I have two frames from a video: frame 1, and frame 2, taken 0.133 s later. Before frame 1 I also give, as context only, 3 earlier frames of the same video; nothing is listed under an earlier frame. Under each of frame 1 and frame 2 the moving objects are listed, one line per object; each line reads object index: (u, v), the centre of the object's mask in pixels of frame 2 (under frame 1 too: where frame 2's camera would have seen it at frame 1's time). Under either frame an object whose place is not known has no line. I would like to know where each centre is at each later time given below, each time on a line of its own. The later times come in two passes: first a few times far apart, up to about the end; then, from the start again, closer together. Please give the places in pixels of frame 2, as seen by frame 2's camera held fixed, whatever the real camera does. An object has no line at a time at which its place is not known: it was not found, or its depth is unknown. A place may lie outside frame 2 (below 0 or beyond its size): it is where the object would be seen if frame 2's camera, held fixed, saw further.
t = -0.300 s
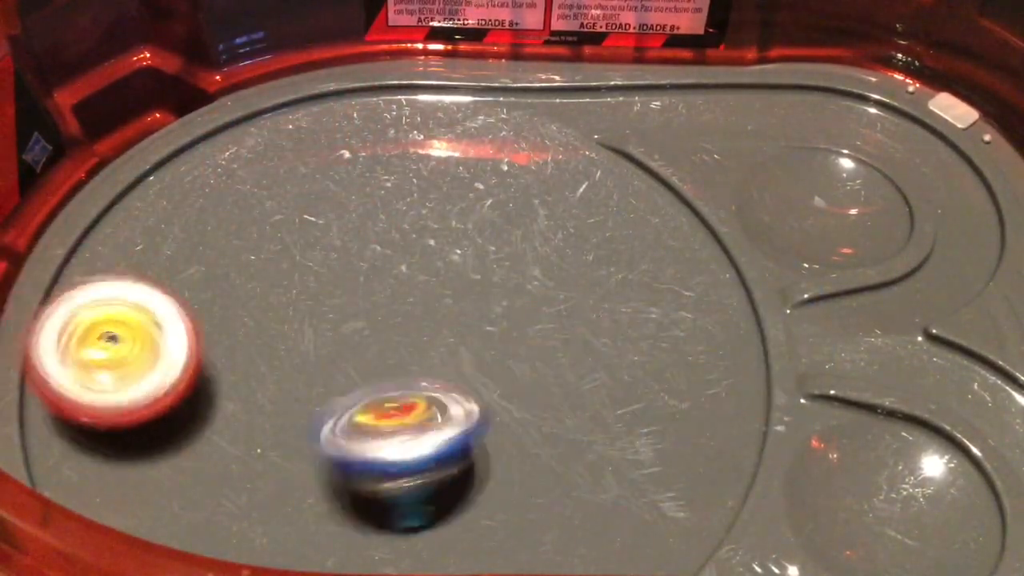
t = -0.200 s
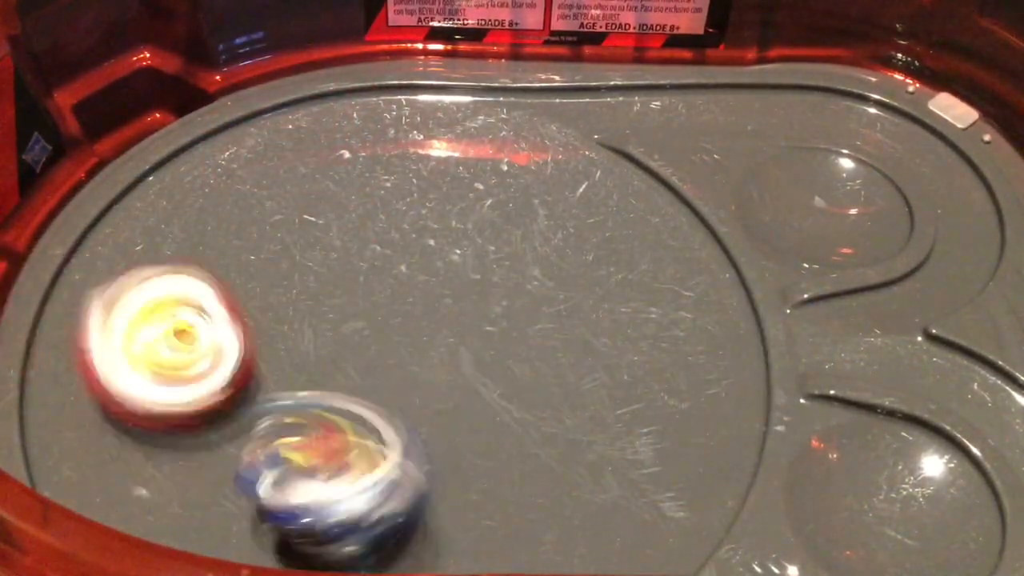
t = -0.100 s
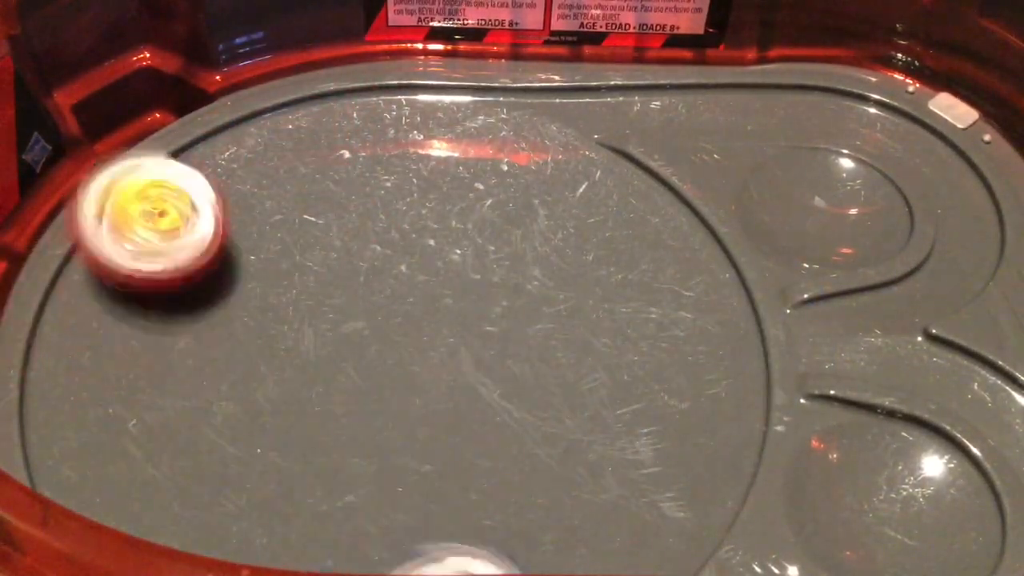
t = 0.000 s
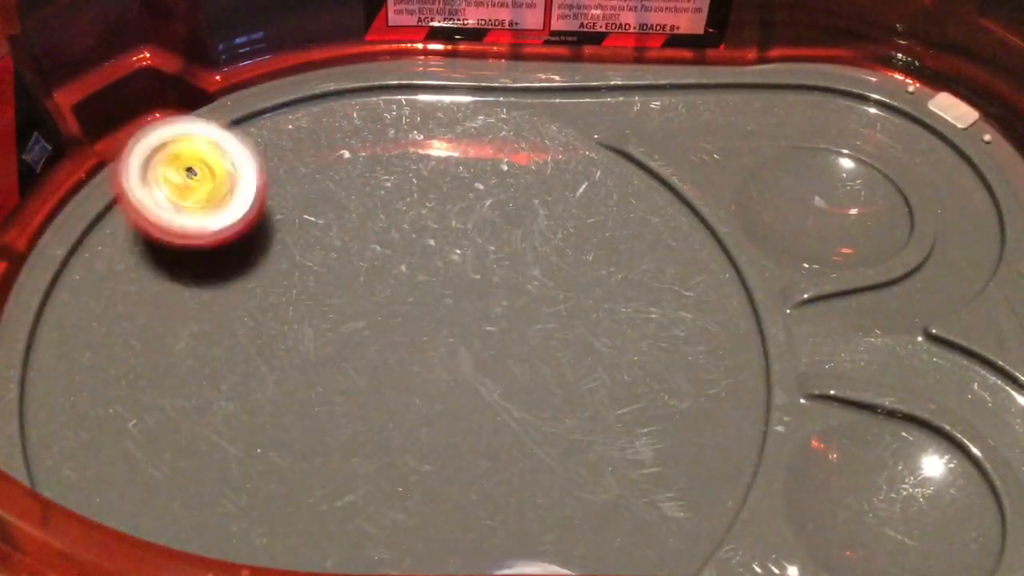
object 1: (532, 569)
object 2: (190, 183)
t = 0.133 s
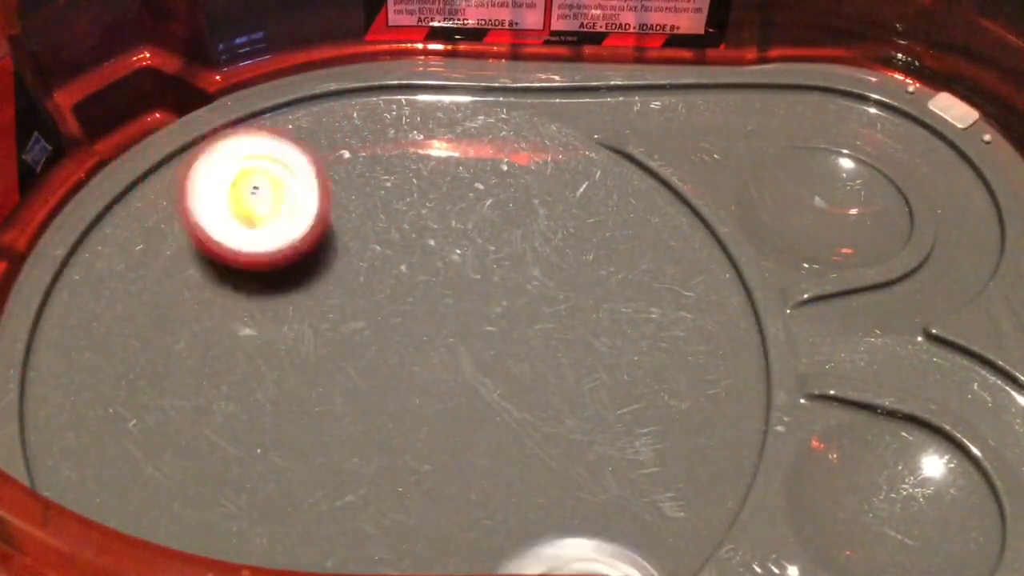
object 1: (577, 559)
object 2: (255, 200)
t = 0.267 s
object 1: (581, 515)
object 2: (332, 240)
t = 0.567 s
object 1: (629, 399)
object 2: (119, 127)
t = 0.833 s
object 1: (589, 441)
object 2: (313, 286)
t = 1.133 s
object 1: (334, 425)
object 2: (417, 329)
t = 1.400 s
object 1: (251, 387)
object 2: (413, 332)
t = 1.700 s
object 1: (369, 286)
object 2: (471, 333)
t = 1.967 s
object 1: (437, 230)
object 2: (502, 329)
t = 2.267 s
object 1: (440, 266)
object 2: (476, 381)
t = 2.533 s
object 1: (395, 328)
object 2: (463, 431)
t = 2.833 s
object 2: (462, 461)
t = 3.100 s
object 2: (464, 463)
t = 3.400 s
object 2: (464, 462)
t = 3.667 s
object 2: (464, 462)
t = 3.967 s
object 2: (464, 462)
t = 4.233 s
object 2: (464, 462)
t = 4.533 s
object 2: (464, 462)
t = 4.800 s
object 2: (464, 462)
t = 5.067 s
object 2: (464, 462)
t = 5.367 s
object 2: (464, 462)
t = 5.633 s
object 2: (464, 462)
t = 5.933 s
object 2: (464, 462)
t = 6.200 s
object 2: (464, 462)
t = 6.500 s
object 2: (464, 461)
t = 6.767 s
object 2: (464, 461)
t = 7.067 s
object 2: (464, 461)
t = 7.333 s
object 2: (464, 461)
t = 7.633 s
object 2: (464, 461)
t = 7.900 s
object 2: (464, 461)
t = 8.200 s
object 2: (464, 461)
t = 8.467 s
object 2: (464, 461)
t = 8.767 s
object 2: (464, 461)
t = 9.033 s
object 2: (464, 461)
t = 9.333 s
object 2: (464, 461)
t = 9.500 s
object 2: (464, 461)
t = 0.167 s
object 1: (582, 551)
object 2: (277, 207)
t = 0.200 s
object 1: (584, 544)
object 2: (296, 217)
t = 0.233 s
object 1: (586, 530)
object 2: (313, 226)
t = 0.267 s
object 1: (581, 515)
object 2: (332, 240)
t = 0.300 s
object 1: (573, 487)
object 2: (351, 253)
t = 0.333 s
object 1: (560, 451)
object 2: (369, 268)
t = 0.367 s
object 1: (547, 415)
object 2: (381, 280)
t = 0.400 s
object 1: (535, 385)
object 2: (393, 296)
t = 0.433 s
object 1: (533, 373)
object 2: (393, 296)
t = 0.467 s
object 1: (563, 388)
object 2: (324, 227)
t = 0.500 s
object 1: (586, 408)
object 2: (251, 174)
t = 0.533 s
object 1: (613, 395)
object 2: (186, 141)
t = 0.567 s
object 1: (629, 399)
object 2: (119, 127)
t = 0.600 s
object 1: (644, 407)
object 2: (65, 143)
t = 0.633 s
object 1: (653, 410)
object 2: (63, 200)
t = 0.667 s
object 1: (653, 417)
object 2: (116, 250)
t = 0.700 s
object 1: (648, 425)
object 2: (147, 248)
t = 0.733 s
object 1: (641, 432)
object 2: (181, 252)
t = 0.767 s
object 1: (621, 437)
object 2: (228, 270)
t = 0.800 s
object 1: (611, 438)
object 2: (269, 277)
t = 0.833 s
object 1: (589, 441)
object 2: (313, 286)
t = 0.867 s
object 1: (567, 442)
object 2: (355, 299)
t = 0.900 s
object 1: (543, 440)
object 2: (394, 309)
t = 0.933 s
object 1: (514, 441)
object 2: (428, 318)
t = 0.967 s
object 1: (483, 438)
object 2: (437, 322)
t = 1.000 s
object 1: (452, 437)
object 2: (422, 323)
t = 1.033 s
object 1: (421, 435)
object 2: (415, 325)
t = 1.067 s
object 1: (393, 431)
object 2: (415, 325)
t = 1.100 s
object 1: (363, 430)
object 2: (417, 326)
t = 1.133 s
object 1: (334, 425)
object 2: (417, 329)
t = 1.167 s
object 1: (310, 424)
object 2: (415, 331)
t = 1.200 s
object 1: (286, 418)
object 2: (414, 331)
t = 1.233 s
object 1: (269, 415)
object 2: (413, 332)
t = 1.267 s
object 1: (256, 411)
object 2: (413, 332)
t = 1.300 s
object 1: (246, 406)
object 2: (413, 332)
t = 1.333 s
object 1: (248, 402)
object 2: (413, 332)
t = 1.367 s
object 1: (241, 397)
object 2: (413, 332)
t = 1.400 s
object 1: (251, 387)
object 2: (413, 332)
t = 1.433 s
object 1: (255, 379)
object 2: (413, 332)
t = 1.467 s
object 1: (267, 367)
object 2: (414, 332)
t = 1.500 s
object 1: (281, 354)
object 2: (418, 331)
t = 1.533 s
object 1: (298, 344)
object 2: (423, 330)
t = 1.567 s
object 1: (309, 335)
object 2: (429, 330)
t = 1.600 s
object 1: (323, 321)
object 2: (434, 332)
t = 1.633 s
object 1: (346, 307)
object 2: (447, 333)
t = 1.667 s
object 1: (359, 297)
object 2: (459, 335)
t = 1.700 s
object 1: (369, 286)
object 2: (471, 333)
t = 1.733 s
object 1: (383, 277)
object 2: (481, 333)
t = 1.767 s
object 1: (394, 265)
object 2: (497, 329)
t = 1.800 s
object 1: (406, 253)
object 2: (508, 324)
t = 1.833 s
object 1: (416, 248)
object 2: (510, 322)
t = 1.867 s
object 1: (420, 242)
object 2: (511, 324)
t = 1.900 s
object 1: (426, 230)
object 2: (505, 325)
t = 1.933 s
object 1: (437, 230)
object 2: (503, 329)
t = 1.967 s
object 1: (437, 230)
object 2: (502, 329)
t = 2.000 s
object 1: (440, 228)
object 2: (502, 329)
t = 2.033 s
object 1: (451, 229)
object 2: (502, 330)
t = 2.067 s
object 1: (456, 235)
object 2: (503, 333)
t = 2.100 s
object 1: (455, 239)
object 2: (506, 335)
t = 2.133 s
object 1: (452, 238)
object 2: (500, 344)
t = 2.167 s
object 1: (451, 239)
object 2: (491, 360)
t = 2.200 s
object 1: (451, 243)
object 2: (482, 373)
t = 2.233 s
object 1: (450, 255)
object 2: (476, 379)
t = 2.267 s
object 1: (440, 266)
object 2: (476, 381)
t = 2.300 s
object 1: (430, 274)
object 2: (473, 387)
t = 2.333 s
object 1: (424, 280)
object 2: (468, 402)
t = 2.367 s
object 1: (419, 288)
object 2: (462, 413)
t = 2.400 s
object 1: (409, 298)
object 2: (459, 417)
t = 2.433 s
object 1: (400, 308)
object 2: (460, 419)
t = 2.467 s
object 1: (395, 312)
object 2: (460, 423)
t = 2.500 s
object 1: (399, 317)
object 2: (462, 428)
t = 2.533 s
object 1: (395, 328)
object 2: (463, 431)
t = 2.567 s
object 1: (397, 331)
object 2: (463, 437)
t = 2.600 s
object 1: (399, 338)
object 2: (463, 442)
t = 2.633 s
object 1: (399, 339)
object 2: (462, 451)
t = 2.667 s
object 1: (407, 342)
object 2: (459, 456)
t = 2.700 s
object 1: (403, 347)
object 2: (461, 458)
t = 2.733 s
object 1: (400, 346)
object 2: (462, 457)
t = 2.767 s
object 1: (408, 345)
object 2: (461, 459)
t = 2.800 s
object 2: (462, 462)
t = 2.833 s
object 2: (462, 461)
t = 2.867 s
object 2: (463, 462)
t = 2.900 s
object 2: (463, 463)
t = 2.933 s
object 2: (464, 463)
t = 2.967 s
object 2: (464, 463)
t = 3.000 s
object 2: (465, 464)
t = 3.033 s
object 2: (464, 463)
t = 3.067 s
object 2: (464, 463)
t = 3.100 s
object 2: (464, 463)
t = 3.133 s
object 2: (464, 463)
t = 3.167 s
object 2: (464, 462)
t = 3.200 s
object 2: (464, 462)
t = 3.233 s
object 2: (464, 462)
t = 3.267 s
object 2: (464, 462)
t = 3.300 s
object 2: (464, 462)
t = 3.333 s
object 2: (464, 462)
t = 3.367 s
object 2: (464, 462)
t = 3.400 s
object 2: (464, 462)
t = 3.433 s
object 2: (464, 462)
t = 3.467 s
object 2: (464, 462)
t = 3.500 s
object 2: (464, 462)
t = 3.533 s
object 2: (464, 462)
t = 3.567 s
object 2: (464, 462)
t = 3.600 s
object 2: (464, 462)
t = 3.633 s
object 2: (464, 462)
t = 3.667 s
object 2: (464, 462)
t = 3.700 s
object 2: (464, 462)
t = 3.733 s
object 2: (464, 462)
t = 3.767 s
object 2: (464, 462)
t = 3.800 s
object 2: (464, 462)
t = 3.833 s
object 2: (464, 462)
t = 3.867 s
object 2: (464, 462)
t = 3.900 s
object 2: (464, 462)
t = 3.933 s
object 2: (464, 462)
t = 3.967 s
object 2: (464, 462)
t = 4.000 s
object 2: (464, 462)
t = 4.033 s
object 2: (464, 462)
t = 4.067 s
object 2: (464, 461)
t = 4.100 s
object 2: (464, 462)
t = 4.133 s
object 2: (464, 462)
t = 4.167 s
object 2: (464, 462)
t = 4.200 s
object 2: (464, 462)
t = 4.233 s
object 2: (464, 462)
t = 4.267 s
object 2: (464, 462)
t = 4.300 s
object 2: (464, 462)
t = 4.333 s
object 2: (464, 462)
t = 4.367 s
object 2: (464, 462)
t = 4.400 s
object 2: (464, 462)
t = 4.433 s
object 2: (464, 462)
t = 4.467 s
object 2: (464, 462)
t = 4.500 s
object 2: (464, 462)
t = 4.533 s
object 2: (464, 462)
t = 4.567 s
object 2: (464, 462)
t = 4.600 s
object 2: (464, 462)
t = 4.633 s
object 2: (464, 462)
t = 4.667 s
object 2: (464, 462)
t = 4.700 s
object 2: (464, 462)
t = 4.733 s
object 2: (464, 462)
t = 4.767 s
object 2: (464, 462)
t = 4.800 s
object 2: (464, 462)
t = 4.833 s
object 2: (464, 462)
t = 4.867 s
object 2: (464, 462)
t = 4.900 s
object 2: (464, 462)
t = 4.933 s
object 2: (464, 462)
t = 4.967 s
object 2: (464, 462)
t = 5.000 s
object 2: (464, 462)
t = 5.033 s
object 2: (464, 462)
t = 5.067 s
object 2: (464, 462)
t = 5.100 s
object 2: (464, 462)
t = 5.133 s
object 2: (464, 462)
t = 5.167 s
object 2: (464, 462)
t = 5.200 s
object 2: (464, 462)
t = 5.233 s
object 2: (464, 462)
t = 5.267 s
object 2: (464, 462)
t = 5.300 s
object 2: (464, 462)
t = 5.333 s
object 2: (464, 462)
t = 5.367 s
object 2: (464, 462)
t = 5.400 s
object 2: (464, 462)
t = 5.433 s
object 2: (464, 462)
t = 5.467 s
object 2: (464, 462)
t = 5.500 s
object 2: (464, 462)
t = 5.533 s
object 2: (464, 462)
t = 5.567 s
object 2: (464, 462)
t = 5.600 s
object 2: (464, 462)
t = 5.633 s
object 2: (464, 462)
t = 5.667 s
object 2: (464, 462)
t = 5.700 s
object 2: (464, 462)
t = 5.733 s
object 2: (464, 462)
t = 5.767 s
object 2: (464, 462)
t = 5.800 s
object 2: (464, 462)
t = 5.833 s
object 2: (464, 462)
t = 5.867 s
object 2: (464, 462)
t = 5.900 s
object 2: (464, 462)
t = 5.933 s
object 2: (464, 462)
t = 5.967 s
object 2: (464, 462)
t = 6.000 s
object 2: (464, 462)
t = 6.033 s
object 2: (464, 462)
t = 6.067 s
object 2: (464, 462)
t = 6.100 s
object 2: (464, 462)
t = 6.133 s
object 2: (464, 462)
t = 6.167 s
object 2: (464, 462)
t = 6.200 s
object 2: (464, 462)
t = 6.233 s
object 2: (464, 462)
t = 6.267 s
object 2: (464, 462)
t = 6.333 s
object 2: (464, 461)
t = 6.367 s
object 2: (464, 461)
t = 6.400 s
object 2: (464, 461)
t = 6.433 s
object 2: (464, 461)
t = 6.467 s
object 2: (464, 461)
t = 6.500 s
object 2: (464, 461)
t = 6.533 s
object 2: (464, 461)
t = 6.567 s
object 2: (464, 461)
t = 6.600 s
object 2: (464, 461)
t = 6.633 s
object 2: (464, 461)
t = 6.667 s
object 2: (464, 461)
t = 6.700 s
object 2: (464, 461)
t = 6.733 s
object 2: (464, 461)
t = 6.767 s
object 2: (464, 461)
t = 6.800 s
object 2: (464, 461)
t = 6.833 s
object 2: (464, 461)
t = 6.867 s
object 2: (464, 461)
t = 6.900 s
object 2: (464, 461)
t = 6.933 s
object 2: (464, 461)
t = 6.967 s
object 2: (464, 461)
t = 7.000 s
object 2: (464, 461)
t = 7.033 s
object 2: (464, 462)
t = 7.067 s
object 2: (464, 461)
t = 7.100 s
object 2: (464, 461)
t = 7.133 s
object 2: (464, 461)
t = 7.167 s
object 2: (464, 461)
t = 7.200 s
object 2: (464, 461)
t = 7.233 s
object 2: (464, 461)
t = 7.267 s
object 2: (464, 461)
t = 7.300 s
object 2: (464, 461)
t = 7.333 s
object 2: (464, 461)
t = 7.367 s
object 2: (464, 461)
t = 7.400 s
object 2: (464, 461)
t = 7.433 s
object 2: (464, 461)
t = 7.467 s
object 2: (464, 461)
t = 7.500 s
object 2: (464, 461)
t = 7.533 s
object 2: (464, 461)
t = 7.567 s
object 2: (464, 461)
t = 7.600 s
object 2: (464, 461)
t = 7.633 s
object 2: (464, 461)
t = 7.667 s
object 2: (464, 461)
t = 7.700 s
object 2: (464, 461)
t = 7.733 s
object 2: (464, 461)
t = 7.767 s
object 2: (464, 461)
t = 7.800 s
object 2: (464, 461)
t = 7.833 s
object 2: (464, 461)
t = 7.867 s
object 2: (464, 461)
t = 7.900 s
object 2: (464, 461)
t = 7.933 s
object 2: (464, 461)
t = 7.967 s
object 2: (464, 461)
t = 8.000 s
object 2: (464, 461)
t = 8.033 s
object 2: (464, 461)
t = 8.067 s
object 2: (464, 461)
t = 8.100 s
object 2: (464, 461)
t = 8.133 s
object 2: (464, 461)
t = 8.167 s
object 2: (464, 461)
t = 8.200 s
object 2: (464, 461)
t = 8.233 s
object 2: (464, 461)
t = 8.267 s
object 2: (464, 461)
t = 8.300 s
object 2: (464, 461)
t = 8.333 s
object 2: (464, 461)
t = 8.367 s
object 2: (464, 461)
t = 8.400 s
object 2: (464, 461)
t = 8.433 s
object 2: (464, 462)
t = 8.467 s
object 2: (464, 461)
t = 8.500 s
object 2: (464, 461)
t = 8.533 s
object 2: (464, 462)
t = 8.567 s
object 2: (464, 461)
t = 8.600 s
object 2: (464, 461)
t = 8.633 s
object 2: (464, 461)
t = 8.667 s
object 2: (464, 461)
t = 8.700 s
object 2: (464, 461)
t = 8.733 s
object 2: (464, 461)
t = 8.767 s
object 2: (464, 461)
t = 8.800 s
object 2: (464, 461)
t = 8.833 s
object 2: (464, 461)
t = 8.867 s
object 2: (464, 461)
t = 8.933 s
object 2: (464, 461)
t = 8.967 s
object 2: (464, 461)
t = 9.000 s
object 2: (464, 461)
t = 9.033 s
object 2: (464, 461)
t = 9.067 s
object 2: (464, 461)
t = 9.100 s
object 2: (464, 461)
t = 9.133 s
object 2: (464, 461)
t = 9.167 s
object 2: (464, 461)
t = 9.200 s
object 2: (464, 461)
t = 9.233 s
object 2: (464, 461)
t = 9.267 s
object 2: (464, 461)
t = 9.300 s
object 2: (464, 461)
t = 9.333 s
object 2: (464, 461)
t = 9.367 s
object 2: (464, 461)
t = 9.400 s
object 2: (464, 461)
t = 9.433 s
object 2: (464, 461)
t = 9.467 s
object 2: (464, 461)
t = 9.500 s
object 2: (464, 461)
